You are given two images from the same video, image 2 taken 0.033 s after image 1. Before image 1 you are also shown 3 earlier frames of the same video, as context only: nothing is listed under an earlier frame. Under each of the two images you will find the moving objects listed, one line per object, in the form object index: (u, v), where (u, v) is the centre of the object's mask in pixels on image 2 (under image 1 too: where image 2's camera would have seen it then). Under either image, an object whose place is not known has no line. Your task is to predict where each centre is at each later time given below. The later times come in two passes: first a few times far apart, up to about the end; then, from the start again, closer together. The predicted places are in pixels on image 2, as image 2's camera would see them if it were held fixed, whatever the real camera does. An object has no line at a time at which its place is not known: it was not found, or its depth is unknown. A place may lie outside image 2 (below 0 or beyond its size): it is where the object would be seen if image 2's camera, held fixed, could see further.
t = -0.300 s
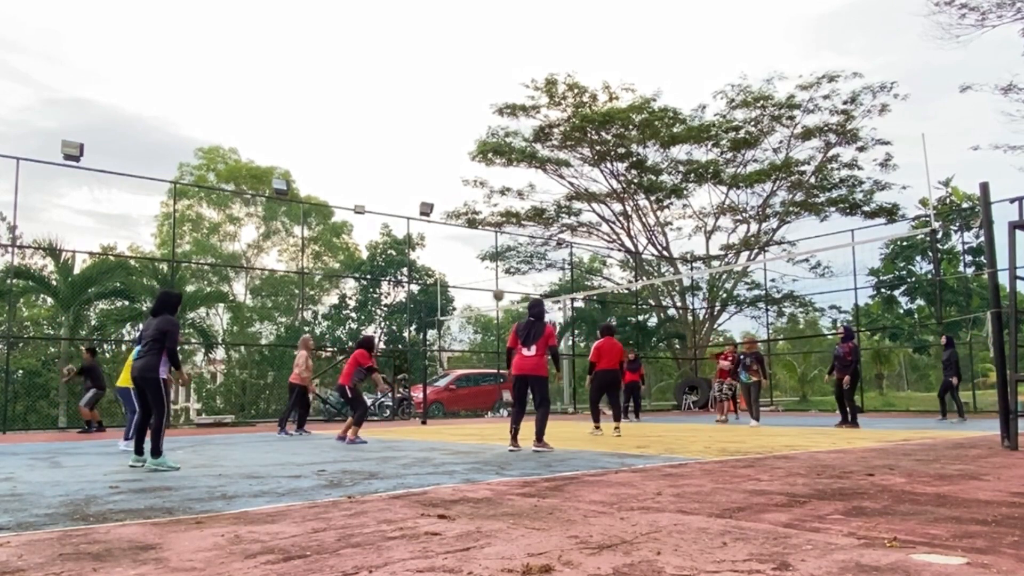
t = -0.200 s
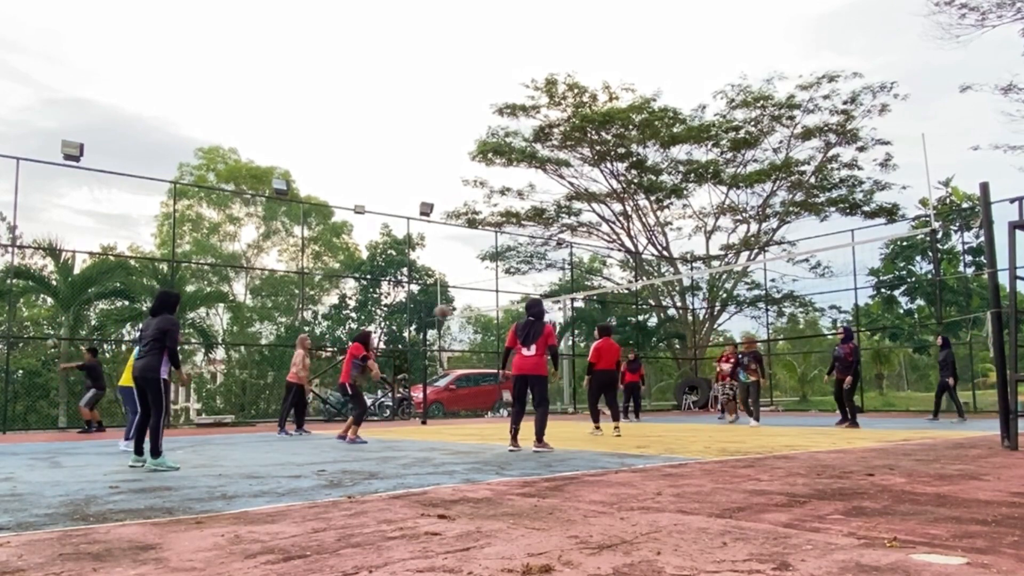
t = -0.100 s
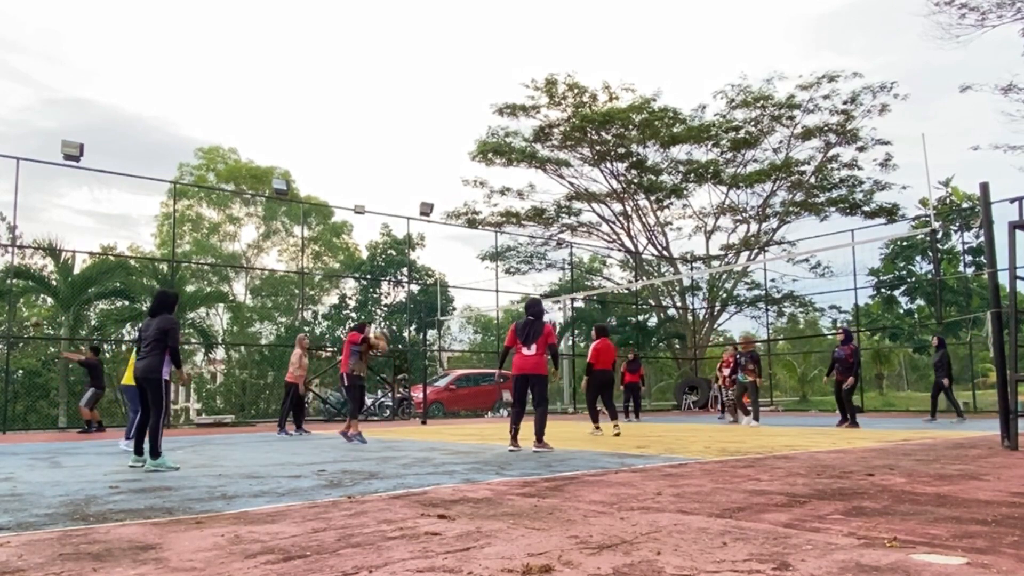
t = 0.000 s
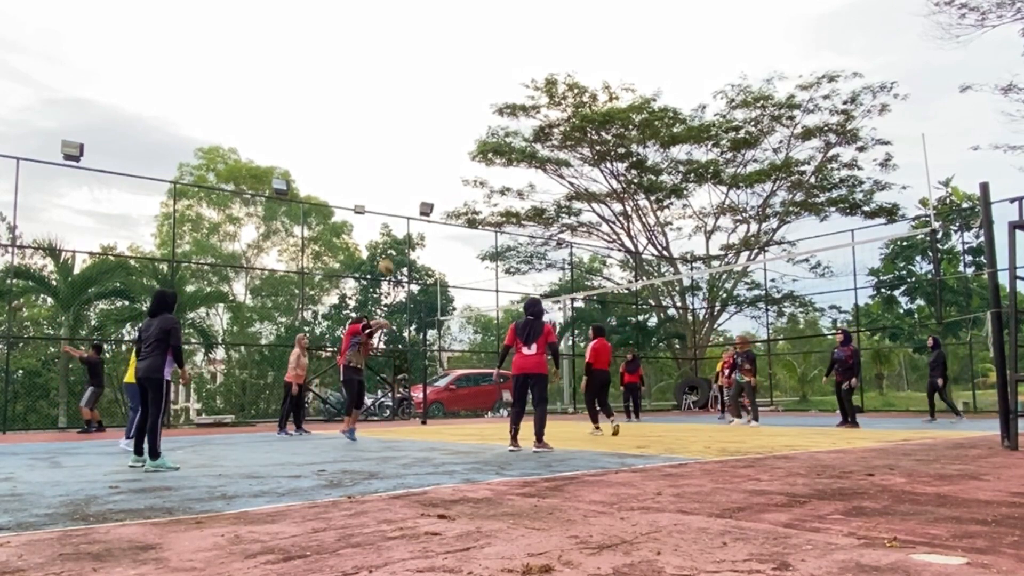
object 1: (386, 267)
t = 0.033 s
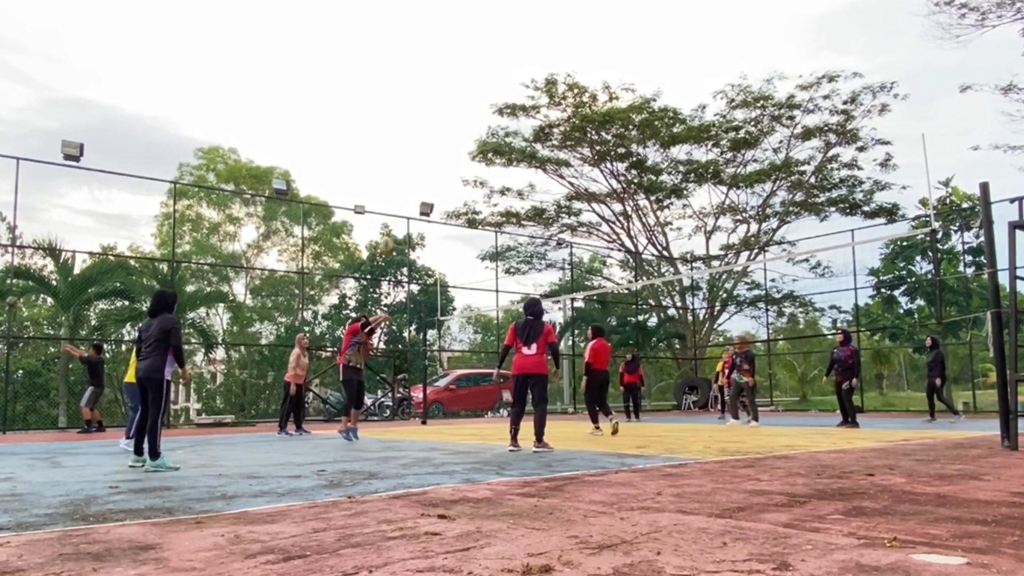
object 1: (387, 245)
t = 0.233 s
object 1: (395, 145)
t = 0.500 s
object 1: (402, 57)
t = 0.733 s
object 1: (407, 23)
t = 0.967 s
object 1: (411, 26)
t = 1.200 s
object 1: (414, 66)
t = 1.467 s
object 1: (419, 154)
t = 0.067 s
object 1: (389, 229)
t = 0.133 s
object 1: (392, 192)
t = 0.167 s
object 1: (393, 175)
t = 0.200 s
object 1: (394, 160)
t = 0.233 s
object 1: (395, 145)
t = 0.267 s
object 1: (396, 131)
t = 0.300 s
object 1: (398, 118)
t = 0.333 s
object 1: (398, 106)
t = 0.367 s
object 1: (399, 95)
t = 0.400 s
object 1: (400, 84)
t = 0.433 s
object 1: (401, 74)
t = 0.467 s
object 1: (402, 66)
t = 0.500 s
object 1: (402, 57)
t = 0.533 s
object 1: (403, 50)
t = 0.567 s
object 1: (407, 44)
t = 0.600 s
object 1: (405, 38)
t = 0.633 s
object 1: (405, 33)
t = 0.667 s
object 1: (406, 29)
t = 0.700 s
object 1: (407, 26)
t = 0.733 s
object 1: (407, 23)
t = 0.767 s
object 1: (408, 22)
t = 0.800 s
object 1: (408, 21)
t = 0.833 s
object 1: (409, 20)
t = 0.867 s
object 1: (409, 21)
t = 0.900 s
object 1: (410, 22)
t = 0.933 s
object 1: (410, 24)
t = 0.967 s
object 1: (411, 26)
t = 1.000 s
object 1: (411, 30)
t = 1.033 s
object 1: (412, 34)
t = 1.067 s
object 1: (412, 39)
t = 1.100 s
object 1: (413, 45)
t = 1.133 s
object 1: (413, 51)
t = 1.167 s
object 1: (414, 58)
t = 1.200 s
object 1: (414, 66)
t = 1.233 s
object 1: (415, 74)
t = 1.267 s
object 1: (415, 84)
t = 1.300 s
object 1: (416, 94)
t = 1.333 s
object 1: (417, 104)
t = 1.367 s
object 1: (417, 115)
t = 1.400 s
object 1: (418, 128)
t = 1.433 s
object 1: (418, 140)
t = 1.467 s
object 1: (419, 154)
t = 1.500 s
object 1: (420, 168)
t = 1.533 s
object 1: (421, 183)
